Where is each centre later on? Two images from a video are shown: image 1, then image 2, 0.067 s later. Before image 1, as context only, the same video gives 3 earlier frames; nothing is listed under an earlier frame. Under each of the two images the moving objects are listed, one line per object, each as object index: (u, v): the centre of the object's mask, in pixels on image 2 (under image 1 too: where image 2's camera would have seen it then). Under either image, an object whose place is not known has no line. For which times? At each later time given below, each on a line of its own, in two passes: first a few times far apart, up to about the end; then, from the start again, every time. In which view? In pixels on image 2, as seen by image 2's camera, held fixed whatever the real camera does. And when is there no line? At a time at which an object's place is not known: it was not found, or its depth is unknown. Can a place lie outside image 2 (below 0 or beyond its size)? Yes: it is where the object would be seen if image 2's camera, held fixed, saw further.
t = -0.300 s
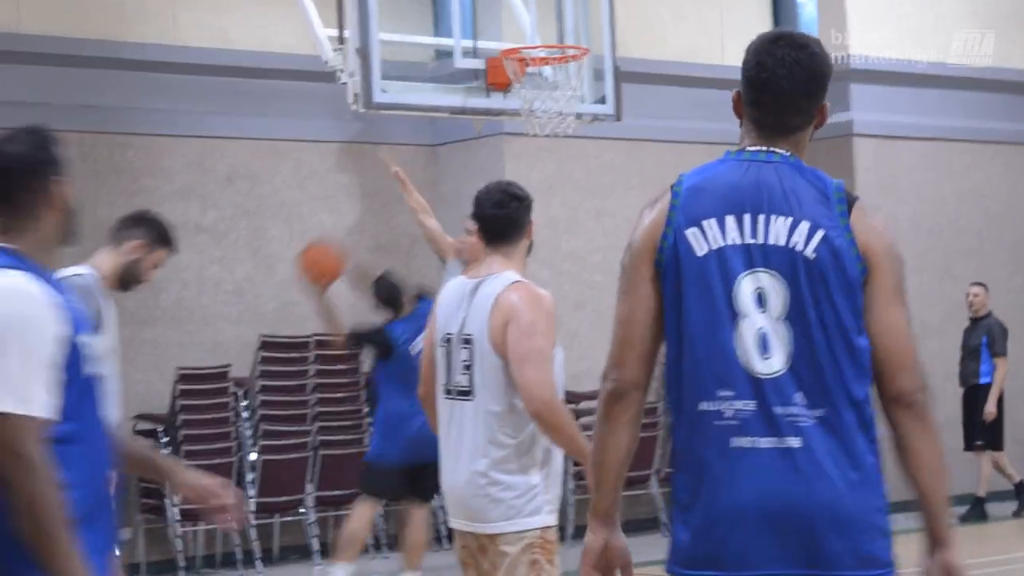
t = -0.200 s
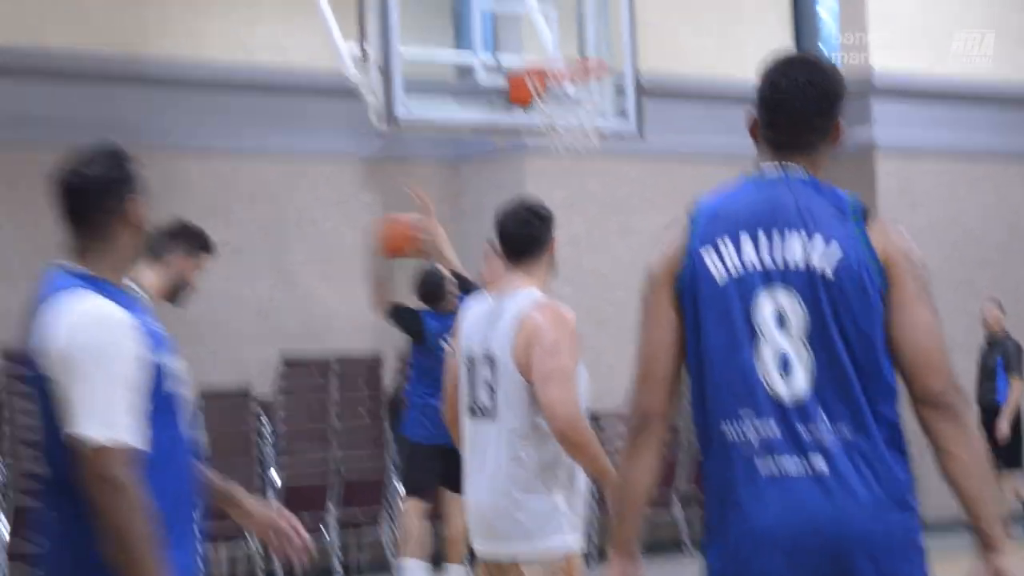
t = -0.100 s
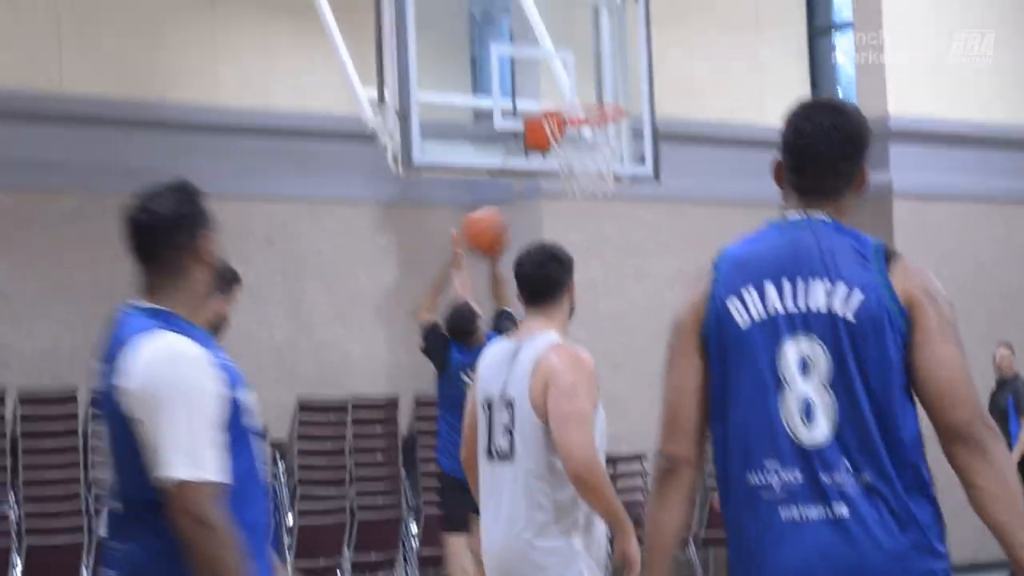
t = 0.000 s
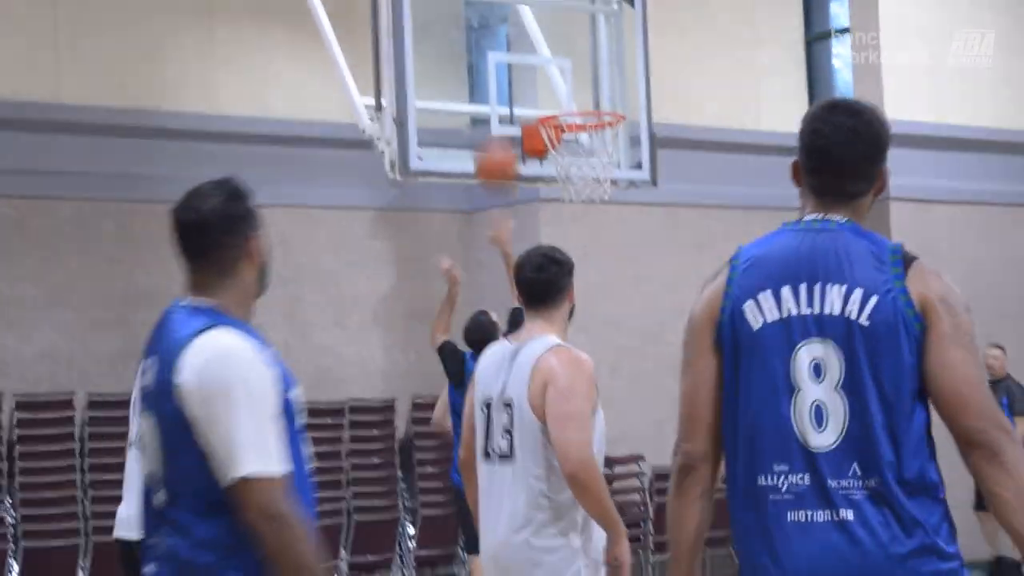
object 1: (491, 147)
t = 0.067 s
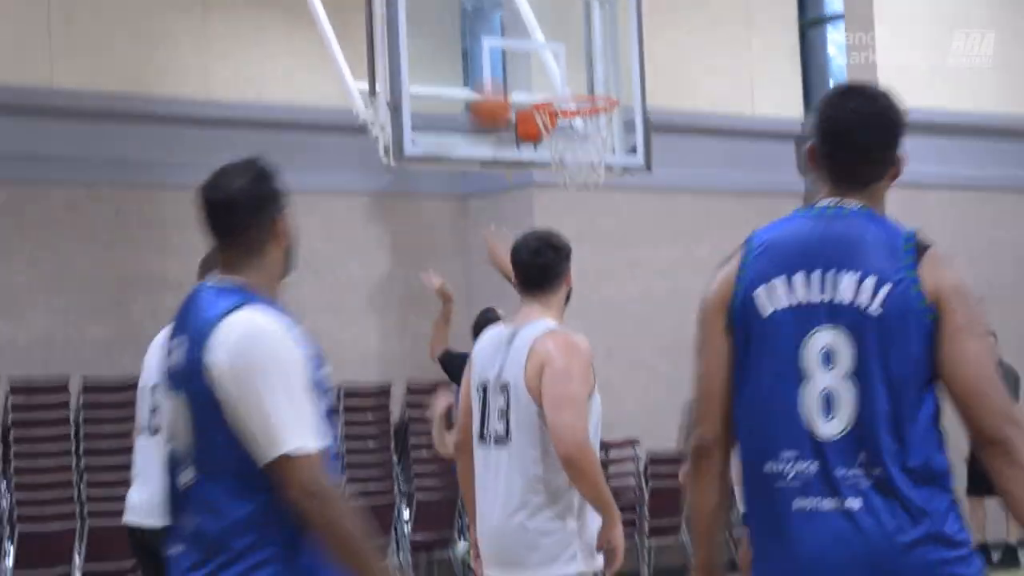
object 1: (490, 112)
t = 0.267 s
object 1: (506, 40)
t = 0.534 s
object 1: (593, 82)
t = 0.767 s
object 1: (574, 102)
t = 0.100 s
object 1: (491, 91)
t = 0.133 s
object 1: (491, 72)
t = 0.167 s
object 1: (491, 59)
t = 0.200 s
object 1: (491, 48)
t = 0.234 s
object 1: (495, 42)
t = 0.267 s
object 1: (506, 40)
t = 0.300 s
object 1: (517, 42)
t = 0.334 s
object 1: (528, 45)
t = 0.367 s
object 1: (540, 51)
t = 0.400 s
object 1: (551, 57)
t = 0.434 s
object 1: (563, 63)
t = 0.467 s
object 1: (574, 67)
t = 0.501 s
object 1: (585, 74)
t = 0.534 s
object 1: (593, 82)
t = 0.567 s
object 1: (590, 80)
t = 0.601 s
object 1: (588, 81)
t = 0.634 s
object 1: (586, 83)
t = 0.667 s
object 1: (584, 84)
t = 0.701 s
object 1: (582, 97)
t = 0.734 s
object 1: (579, 102)
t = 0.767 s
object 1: (574, 102)
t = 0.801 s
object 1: (572, 105)
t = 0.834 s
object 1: (565, 112)
